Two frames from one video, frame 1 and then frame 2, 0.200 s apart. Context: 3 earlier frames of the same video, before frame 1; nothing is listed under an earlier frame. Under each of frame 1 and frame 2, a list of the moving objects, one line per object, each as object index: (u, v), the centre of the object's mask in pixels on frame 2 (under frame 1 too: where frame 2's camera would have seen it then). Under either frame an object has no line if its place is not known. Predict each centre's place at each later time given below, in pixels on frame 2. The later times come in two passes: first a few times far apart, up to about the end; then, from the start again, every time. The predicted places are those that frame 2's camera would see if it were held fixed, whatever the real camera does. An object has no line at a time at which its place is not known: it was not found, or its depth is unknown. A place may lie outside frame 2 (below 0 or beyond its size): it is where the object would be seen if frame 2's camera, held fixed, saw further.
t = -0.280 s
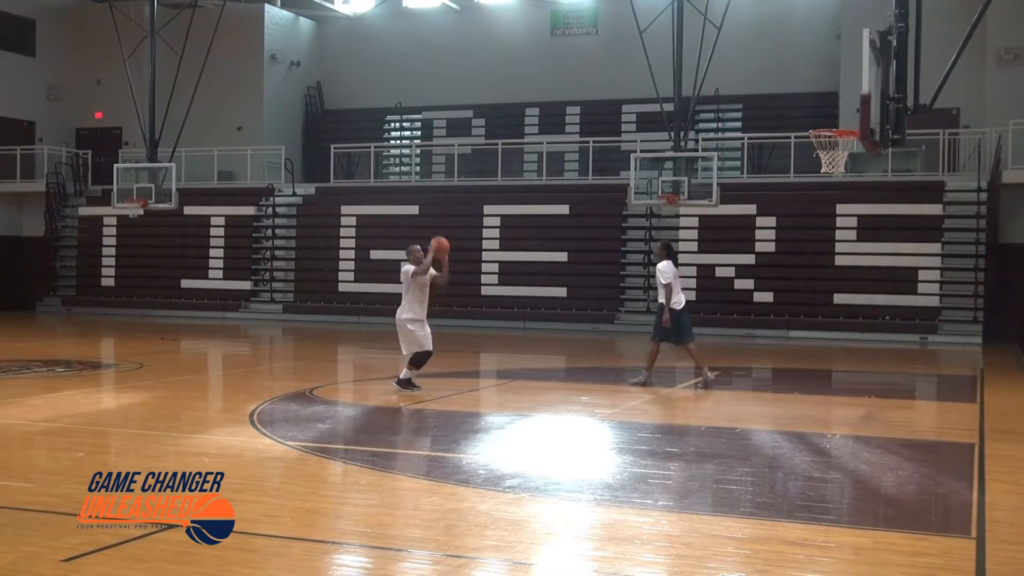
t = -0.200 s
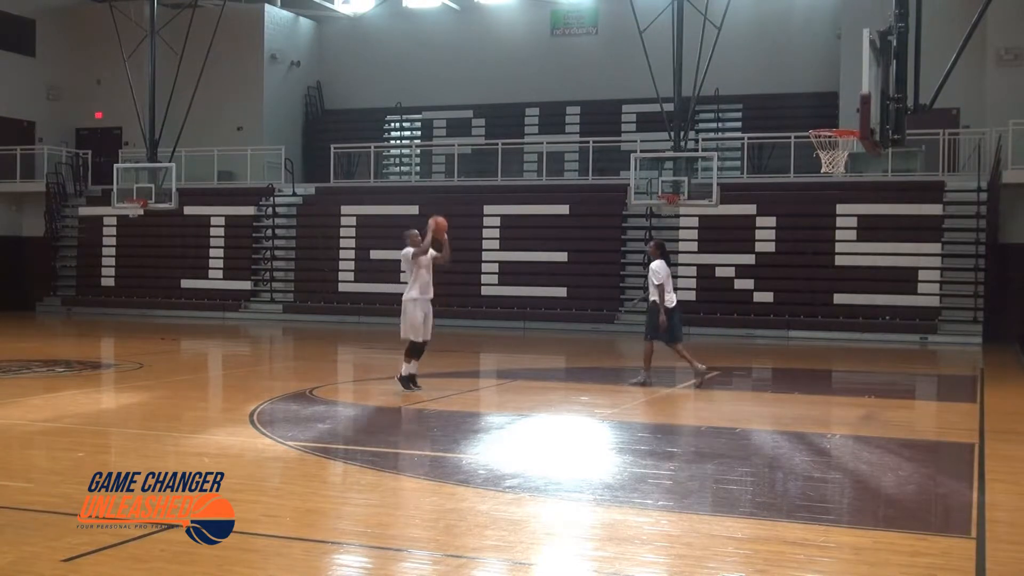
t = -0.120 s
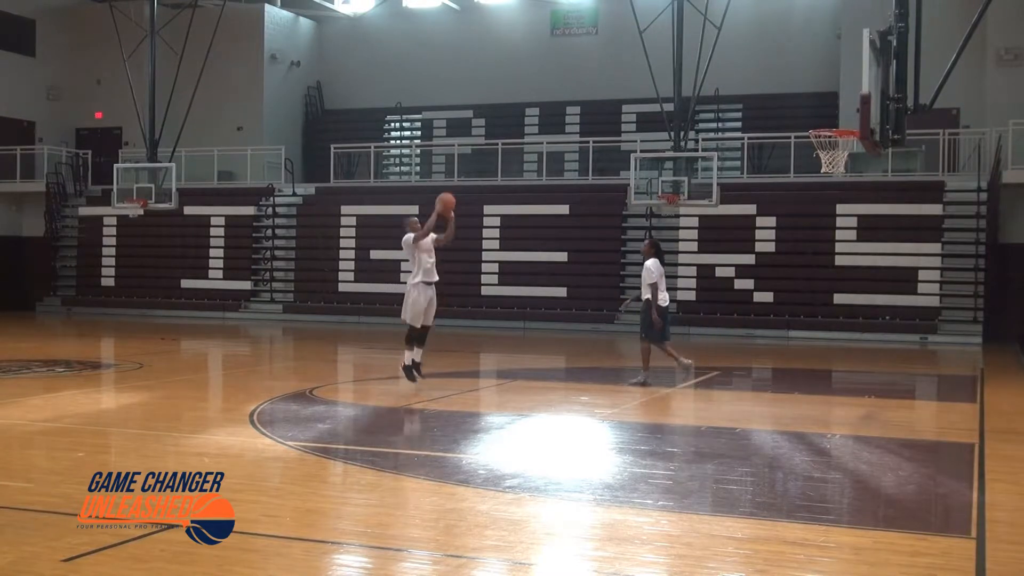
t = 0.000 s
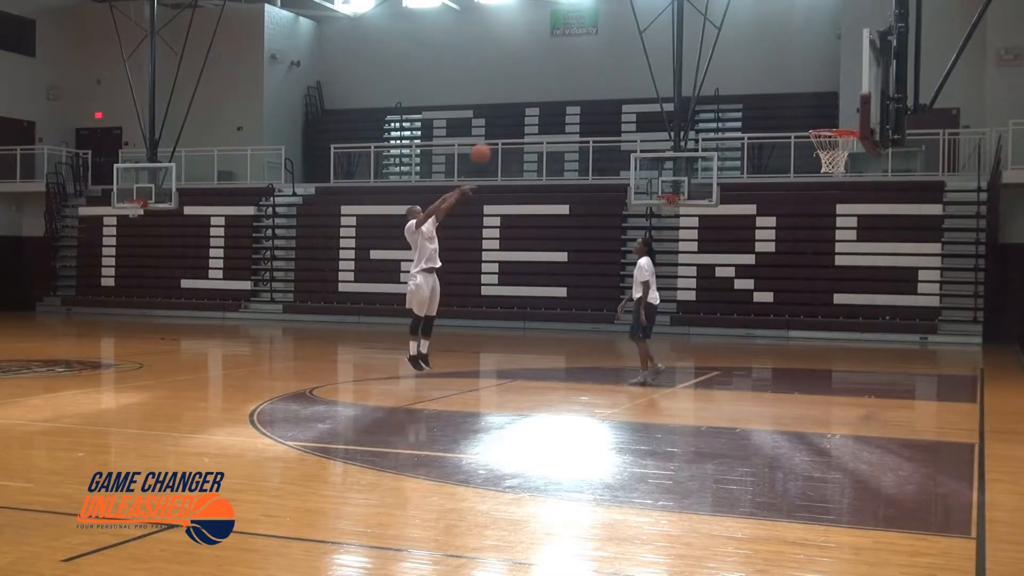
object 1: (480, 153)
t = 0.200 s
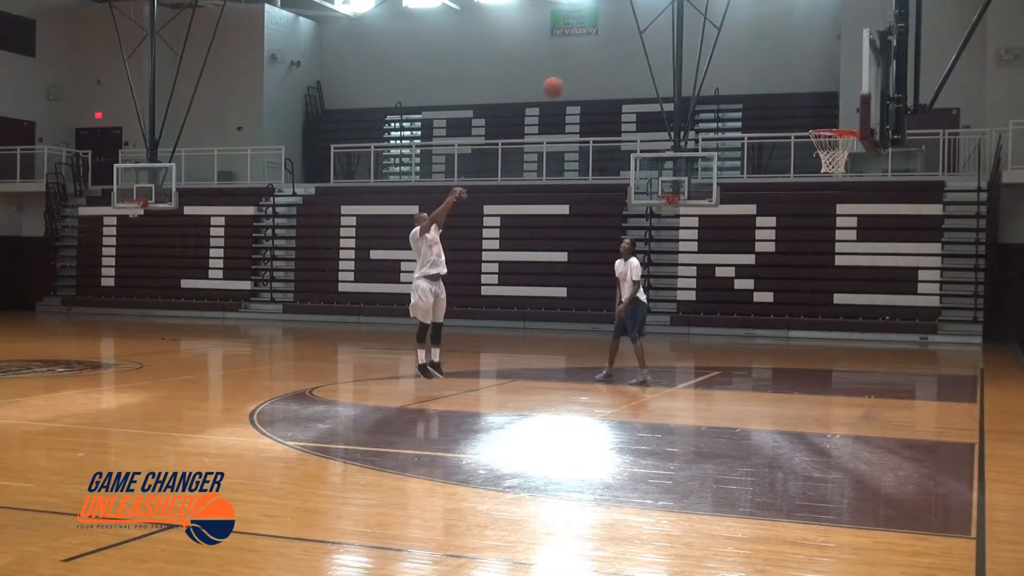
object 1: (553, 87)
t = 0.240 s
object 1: (568, 78)
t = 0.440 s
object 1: (643, 49)
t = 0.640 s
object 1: (719, 53)
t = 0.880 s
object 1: (814, 105)
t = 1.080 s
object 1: (813, 153)
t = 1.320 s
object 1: (809, 152)
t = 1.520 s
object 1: (829, 190)
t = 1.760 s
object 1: (853, 280)
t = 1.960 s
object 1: (872, 395)
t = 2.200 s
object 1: (889, 322)
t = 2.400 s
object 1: (902, 284)
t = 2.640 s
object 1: (917, 285)
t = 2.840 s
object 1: (927, 325)
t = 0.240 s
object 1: (568, 78)
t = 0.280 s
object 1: (583, 69)
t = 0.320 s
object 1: (597, 62)
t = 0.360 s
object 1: (613, 56)
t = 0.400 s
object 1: (627, 52)
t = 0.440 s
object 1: (643, 49)
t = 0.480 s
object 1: (657, 46)
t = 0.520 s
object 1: (672, 46)
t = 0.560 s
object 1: (688, 47)
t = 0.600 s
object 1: (703, 49)
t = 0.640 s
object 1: (719, 53)
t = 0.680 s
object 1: (735, 58)
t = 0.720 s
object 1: (751, 64)
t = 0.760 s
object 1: (766, 72)
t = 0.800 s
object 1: (782, 82)
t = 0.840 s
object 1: (798, 93)
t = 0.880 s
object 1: (814, 105)
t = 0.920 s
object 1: (829, 118)
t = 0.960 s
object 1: (845, 131)
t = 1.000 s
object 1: (831, 144)
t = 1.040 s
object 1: (819, 155)
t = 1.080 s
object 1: (813, 153)
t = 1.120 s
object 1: (808, 148)
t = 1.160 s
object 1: (807, 145)
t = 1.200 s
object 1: (806, 144)
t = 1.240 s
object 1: (806, 146)
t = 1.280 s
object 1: (808, 148)
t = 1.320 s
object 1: (809, 152)
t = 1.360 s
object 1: (812, 158)
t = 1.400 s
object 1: (816, 162)
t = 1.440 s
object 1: (821, 175)
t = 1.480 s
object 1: (825, 182)
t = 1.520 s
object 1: (829, 190)
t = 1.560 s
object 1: (833, 201)
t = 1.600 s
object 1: (836, 215)
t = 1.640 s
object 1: (841, 229)
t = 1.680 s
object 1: (845, 245)
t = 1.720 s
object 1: (849, 263)
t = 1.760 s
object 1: (853, 280)
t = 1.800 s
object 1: (857, 302)
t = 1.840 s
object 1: (861, 321)
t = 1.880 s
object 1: (864, 344)
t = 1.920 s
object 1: (869, 368)
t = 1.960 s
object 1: (872, 395)
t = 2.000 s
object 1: (876, 395)
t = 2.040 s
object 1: (878, 378)
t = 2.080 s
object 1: (880, 361)
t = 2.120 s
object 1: (884, 347)
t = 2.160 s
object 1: (886, 333)
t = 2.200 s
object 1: (889, 322)
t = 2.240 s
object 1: (892, 313)
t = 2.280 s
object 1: (894, 303)
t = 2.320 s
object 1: (897, 295)
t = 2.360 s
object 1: (899, 289)
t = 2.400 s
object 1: (902, 284)
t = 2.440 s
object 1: (904, 281)
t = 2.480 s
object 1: (907, 279)
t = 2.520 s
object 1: (909, 278)
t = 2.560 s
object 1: (912, 279)
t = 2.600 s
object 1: (914, 281)
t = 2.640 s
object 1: (917, 285)
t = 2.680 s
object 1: (919, 290)
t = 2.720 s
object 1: (921, 297)
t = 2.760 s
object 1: (923, 306)
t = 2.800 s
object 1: (926, 315)
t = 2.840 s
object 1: (927, 325)
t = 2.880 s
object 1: (930, 337)
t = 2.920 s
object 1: (931, 350)
